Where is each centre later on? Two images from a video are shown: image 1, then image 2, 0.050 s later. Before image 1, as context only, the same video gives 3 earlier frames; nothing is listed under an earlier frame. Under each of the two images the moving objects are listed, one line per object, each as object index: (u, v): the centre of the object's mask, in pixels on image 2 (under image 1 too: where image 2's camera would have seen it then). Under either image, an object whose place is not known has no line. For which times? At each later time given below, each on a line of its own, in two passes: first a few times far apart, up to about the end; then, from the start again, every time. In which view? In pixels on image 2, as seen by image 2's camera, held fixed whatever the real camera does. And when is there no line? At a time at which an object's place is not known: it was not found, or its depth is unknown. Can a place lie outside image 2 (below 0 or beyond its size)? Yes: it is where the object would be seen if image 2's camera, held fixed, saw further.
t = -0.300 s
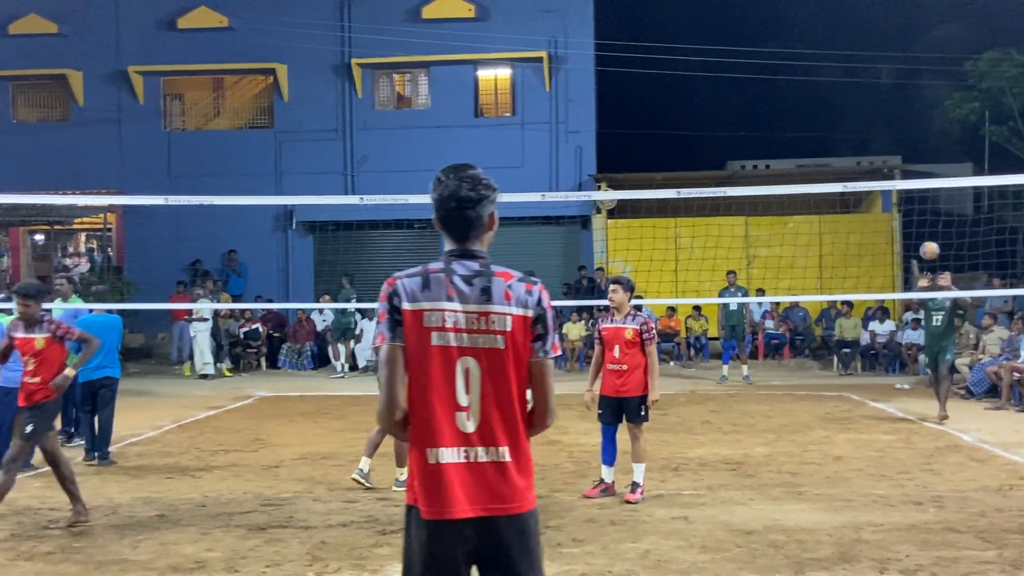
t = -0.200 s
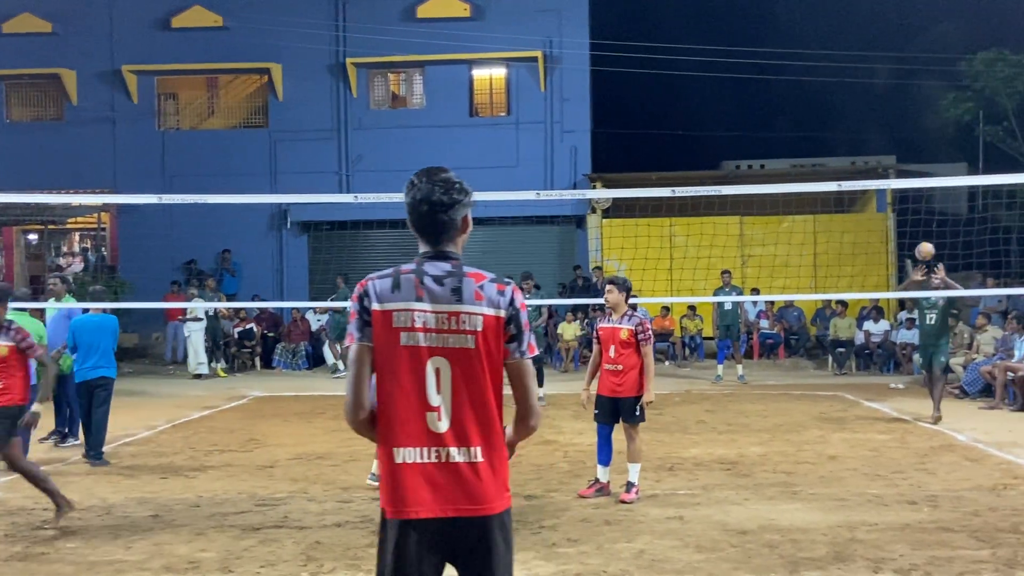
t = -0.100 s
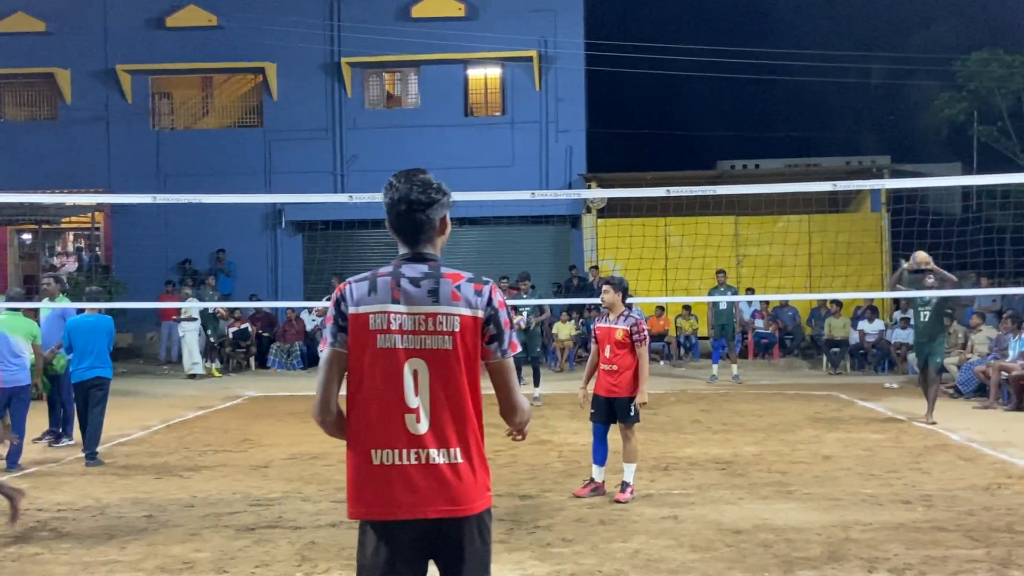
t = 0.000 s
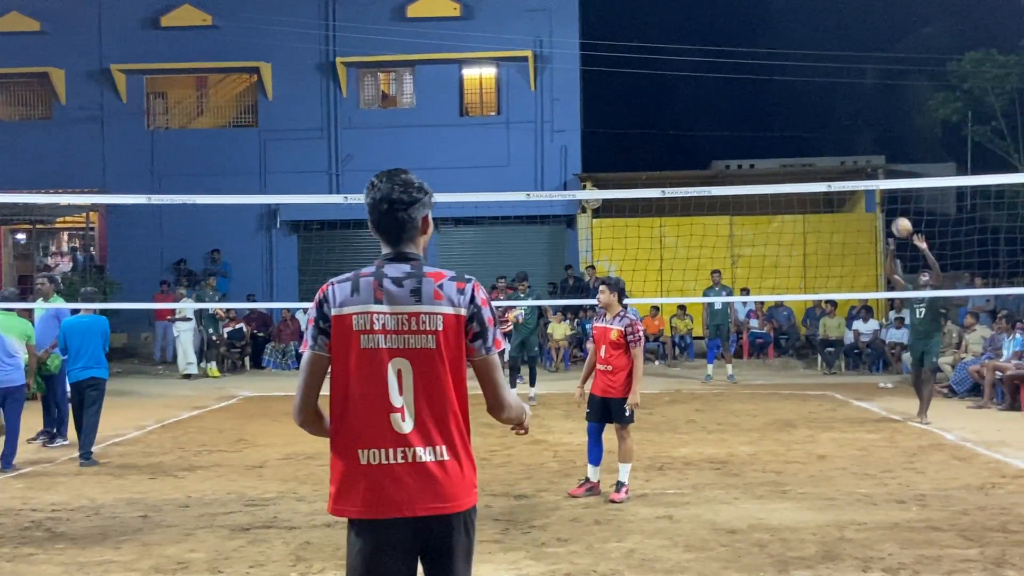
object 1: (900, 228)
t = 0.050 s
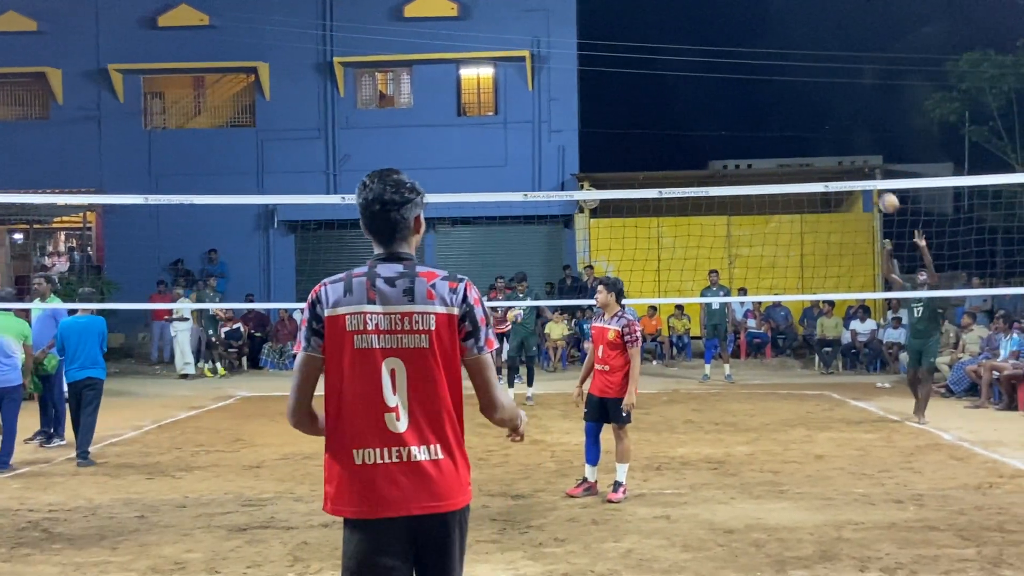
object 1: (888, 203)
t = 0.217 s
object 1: (849, 134)
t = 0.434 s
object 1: (794, 76)
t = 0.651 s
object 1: (736, 59)
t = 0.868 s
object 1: (673, 90)
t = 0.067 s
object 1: (885, 196)
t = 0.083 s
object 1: (881, 192)
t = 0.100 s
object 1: (876, 175)
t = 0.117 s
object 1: (873, 172)
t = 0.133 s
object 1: (869, 166)
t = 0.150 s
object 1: (866, 160)
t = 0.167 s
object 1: (861, 152)
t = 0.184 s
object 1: (857, 146)
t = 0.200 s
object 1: (853, 140)
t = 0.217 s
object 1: (849, 134)
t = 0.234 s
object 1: (845, 128)
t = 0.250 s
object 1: (841, 123)
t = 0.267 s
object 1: (837, 117)
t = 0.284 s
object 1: (833, 112)
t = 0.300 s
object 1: (829, 107)
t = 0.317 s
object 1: (824, 102)
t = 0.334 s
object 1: (820, 98)
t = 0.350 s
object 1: (816, 94)
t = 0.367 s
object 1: (811, 90)
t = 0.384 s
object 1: (807, 86)
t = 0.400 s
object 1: (803, 82)
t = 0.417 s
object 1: (798, 79)
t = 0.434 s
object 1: (794, 76)
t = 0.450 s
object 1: (790, 73)
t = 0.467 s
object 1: (785, 70)
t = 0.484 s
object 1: (781, 68)
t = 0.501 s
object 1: (777, 66)
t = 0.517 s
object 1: (772, 64)
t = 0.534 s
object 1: (767, 63)
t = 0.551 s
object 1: (763, 62)
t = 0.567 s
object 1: (758, 61)
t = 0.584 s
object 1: (754, 60)
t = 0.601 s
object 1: (750, 59)
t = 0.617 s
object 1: (745, 59)
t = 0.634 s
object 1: (741, 58)
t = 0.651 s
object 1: (736, 59)
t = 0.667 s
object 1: (731, 60)
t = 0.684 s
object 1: (726, 60)
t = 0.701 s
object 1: (722, 62)
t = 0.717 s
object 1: (717, 63)
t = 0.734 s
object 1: (712, 65)
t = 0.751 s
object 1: (707, 67)
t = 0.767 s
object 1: (703, 69)
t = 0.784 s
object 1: (698, 72)
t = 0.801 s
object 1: (693, 74)
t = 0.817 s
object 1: (688, 78)
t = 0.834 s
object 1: (683, 81)
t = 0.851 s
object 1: (678, 85)
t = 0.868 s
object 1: (673, 90)
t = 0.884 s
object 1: (668, 94)
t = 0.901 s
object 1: (663, 99)
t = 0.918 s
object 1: (658, 105)
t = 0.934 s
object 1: (652, 110)
